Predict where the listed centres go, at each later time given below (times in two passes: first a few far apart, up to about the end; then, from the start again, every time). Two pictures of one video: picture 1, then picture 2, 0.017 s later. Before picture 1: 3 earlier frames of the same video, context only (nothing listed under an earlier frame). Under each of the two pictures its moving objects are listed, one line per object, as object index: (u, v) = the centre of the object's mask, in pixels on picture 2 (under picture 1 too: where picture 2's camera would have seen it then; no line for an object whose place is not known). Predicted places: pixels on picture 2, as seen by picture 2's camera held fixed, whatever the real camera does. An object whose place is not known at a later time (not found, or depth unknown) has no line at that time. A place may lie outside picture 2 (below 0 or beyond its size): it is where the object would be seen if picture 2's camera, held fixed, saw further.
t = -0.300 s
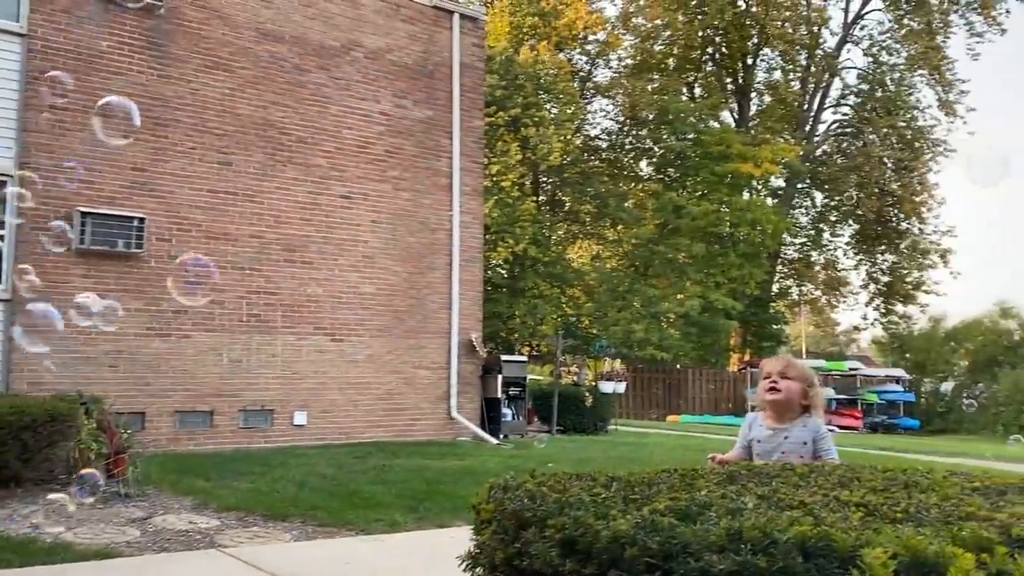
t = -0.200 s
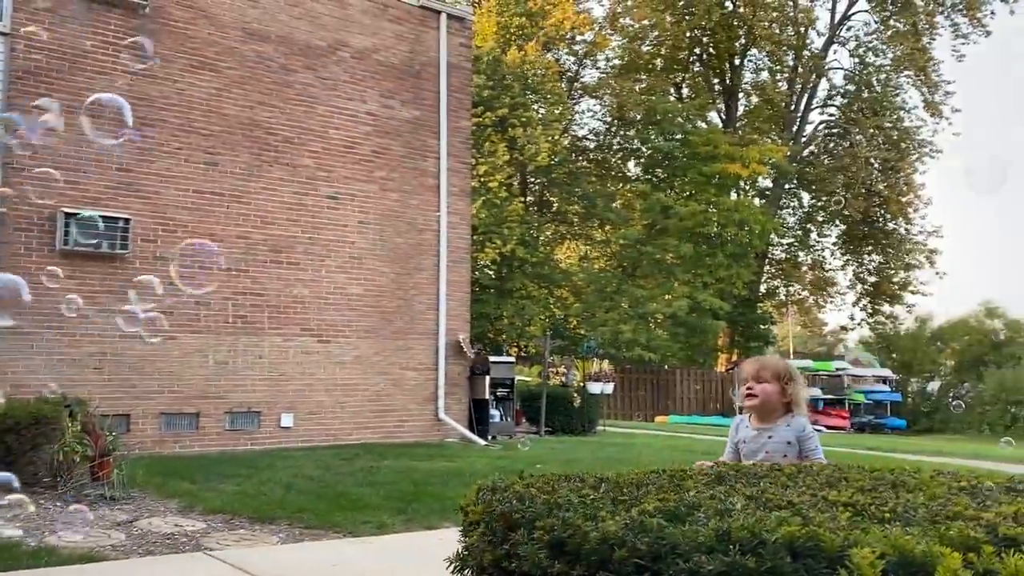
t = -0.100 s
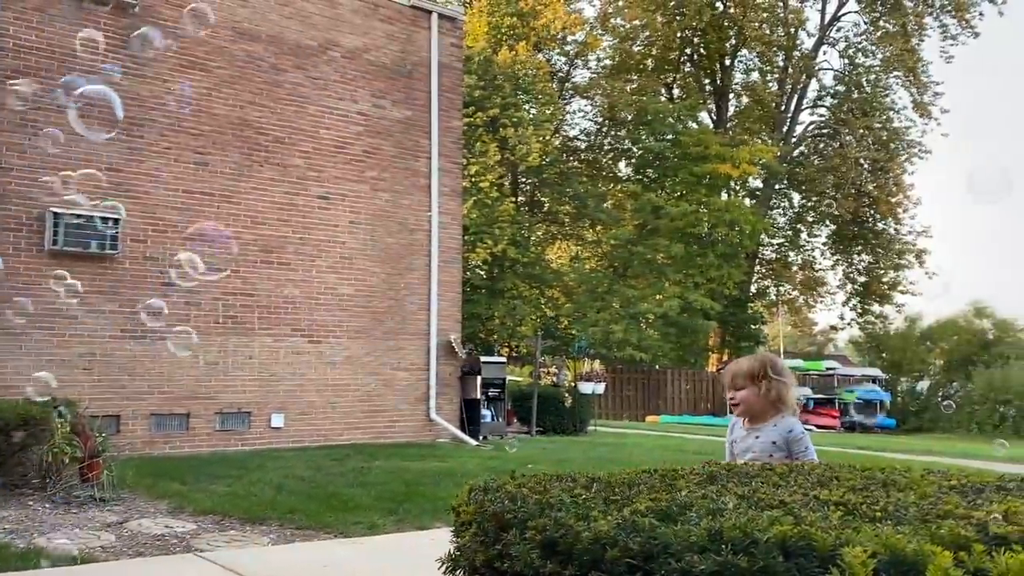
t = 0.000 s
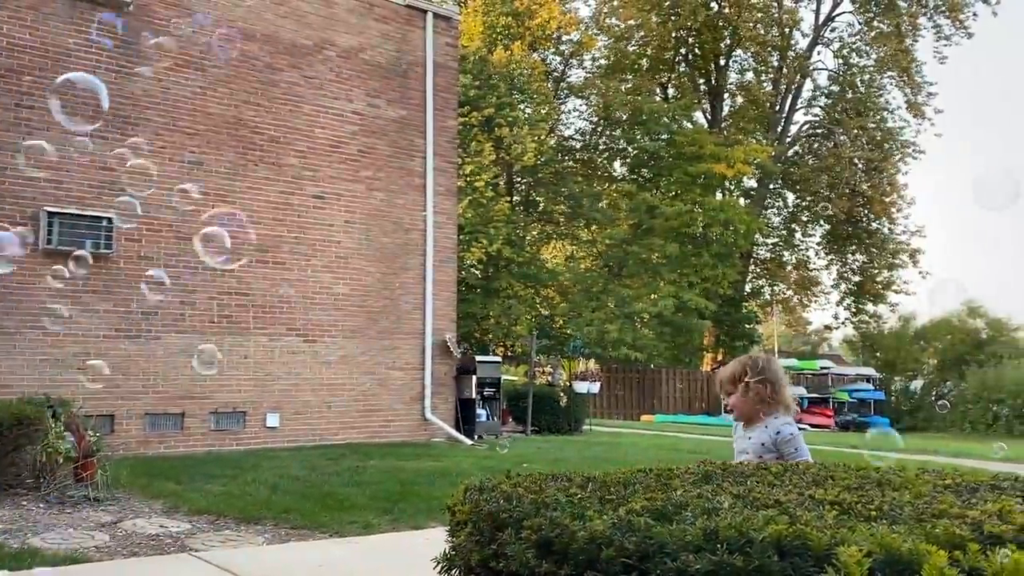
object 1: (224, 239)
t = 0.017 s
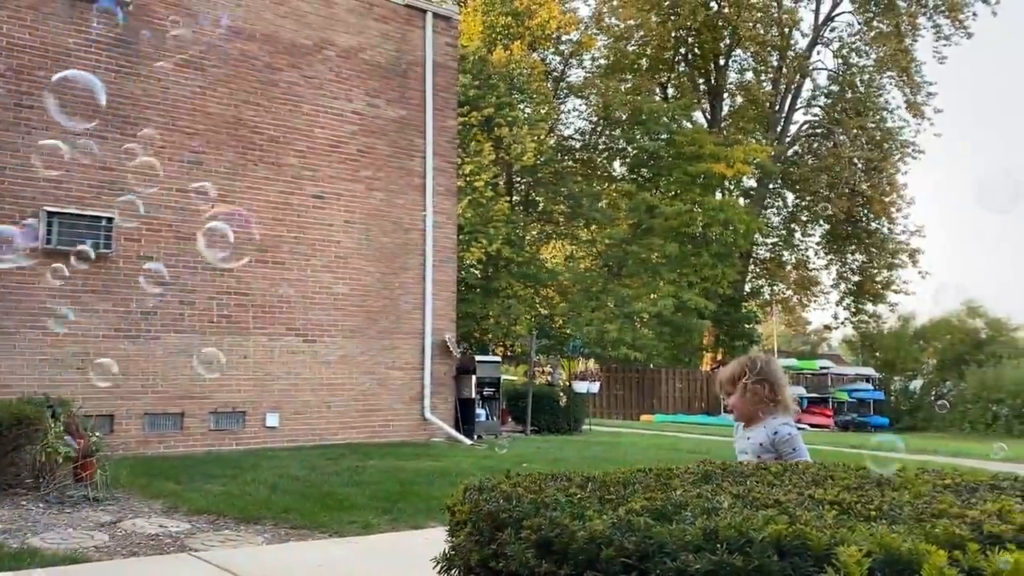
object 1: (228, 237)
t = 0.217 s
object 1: (264, 223)
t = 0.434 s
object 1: (276, 215)
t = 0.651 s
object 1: (254, 195)
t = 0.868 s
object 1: (235, 181)
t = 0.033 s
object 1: (231, 235)
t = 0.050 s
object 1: (234, 233)
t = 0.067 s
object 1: (237, 231)
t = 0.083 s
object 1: (240, 230)
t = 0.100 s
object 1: (242, 228)
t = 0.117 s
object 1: (247, 227)
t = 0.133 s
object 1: (252, 228)
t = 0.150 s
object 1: (254, 226)
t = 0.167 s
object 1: (257, 225)
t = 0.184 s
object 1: (259, 225)
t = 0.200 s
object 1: (261, 223)
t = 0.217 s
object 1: (264, 223)
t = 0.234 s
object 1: (266, 222)
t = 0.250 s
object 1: (269, 221)
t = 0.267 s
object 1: (271, 221)
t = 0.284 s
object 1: (273, 219)
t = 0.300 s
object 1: (274, 219)
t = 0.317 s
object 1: (276, 218)
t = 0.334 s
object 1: (276, 217)
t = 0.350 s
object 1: (277, 217)
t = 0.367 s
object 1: (277, 216)
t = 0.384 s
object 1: (277, 216)
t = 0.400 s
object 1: (277, 216)
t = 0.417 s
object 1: (276, 215)
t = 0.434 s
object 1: (276, 215)
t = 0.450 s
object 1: (275, 214)
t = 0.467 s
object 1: (272, 210)
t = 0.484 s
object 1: (272, 212)
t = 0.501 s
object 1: (268, 207)
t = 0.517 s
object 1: (270, 211)
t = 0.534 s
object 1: (267, 208)
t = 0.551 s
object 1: (262, 205)
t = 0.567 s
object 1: (262, 204)
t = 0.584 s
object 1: (260, 202)
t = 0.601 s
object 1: (260, 200)
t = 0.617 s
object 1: (258, 199)
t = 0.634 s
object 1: (256, 197)
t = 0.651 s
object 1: (254, 195)
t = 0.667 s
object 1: (252, 194)
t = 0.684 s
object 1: (250, 192)
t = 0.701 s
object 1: (248, 191)
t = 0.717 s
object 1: (247, 190)
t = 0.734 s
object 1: (245, 188)
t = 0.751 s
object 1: (244, 187)
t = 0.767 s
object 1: (242, 186)
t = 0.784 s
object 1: (241, 185)
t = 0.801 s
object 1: (241, 184)
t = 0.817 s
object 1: (239, 183)
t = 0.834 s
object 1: (236, 182)
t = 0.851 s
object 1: (236, 182)
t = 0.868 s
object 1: (235, 181)
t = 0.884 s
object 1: (234, 181)
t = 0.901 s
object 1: (232, 180)
